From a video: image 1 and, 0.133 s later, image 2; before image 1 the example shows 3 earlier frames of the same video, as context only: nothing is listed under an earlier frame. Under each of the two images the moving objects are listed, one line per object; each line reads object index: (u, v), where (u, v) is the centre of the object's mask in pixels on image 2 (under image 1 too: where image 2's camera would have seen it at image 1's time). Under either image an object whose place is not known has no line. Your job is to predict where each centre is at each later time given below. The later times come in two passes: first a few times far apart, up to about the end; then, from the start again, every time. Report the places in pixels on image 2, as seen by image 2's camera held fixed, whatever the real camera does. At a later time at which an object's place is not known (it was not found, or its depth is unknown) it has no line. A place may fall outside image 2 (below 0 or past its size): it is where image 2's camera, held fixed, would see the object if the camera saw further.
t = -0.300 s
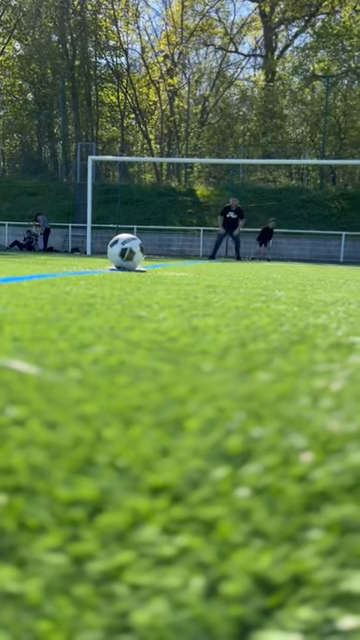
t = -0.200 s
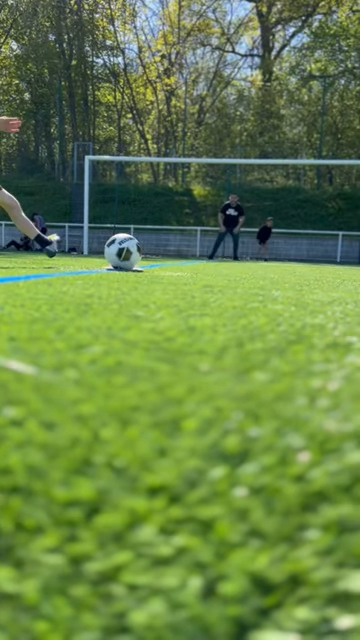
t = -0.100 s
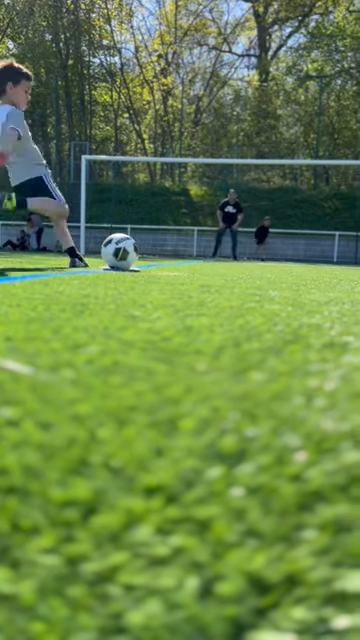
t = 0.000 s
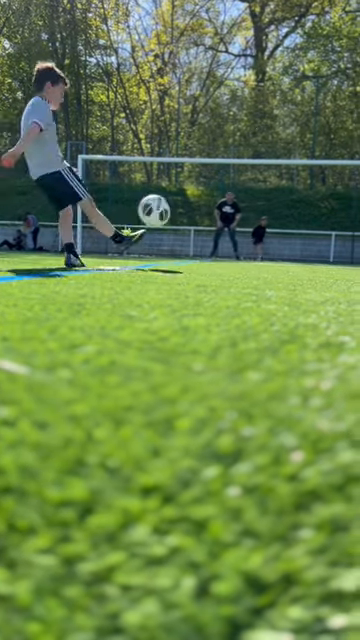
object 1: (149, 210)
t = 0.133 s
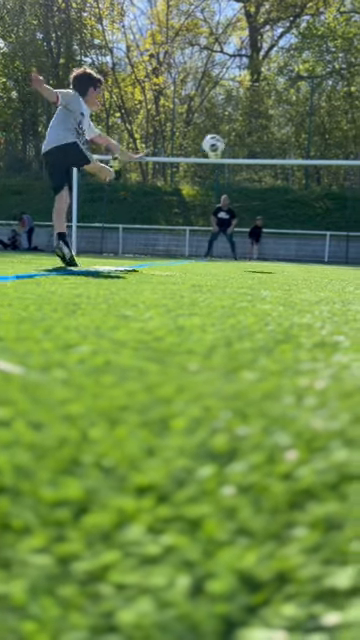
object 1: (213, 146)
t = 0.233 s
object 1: (239, 126)
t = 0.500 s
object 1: (271, 123)
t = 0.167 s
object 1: (223, 137)
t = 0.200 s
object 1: (231, 131)
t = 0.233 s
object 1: (239, 126)
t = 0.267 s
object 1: (246, 123)
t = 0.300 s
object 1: (251, 120)
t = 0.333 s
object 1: (255, 119)
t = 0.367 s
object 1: (259, 119)
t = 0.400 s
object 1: (262, 119)
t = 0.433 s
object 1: (265, 120)
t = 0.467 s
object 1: (269, 121)
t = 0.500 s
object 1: (271, 123)
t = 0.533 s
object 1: (274, 124)
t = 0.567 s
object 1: (276, 128)
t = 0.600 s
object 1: (279, 131)
